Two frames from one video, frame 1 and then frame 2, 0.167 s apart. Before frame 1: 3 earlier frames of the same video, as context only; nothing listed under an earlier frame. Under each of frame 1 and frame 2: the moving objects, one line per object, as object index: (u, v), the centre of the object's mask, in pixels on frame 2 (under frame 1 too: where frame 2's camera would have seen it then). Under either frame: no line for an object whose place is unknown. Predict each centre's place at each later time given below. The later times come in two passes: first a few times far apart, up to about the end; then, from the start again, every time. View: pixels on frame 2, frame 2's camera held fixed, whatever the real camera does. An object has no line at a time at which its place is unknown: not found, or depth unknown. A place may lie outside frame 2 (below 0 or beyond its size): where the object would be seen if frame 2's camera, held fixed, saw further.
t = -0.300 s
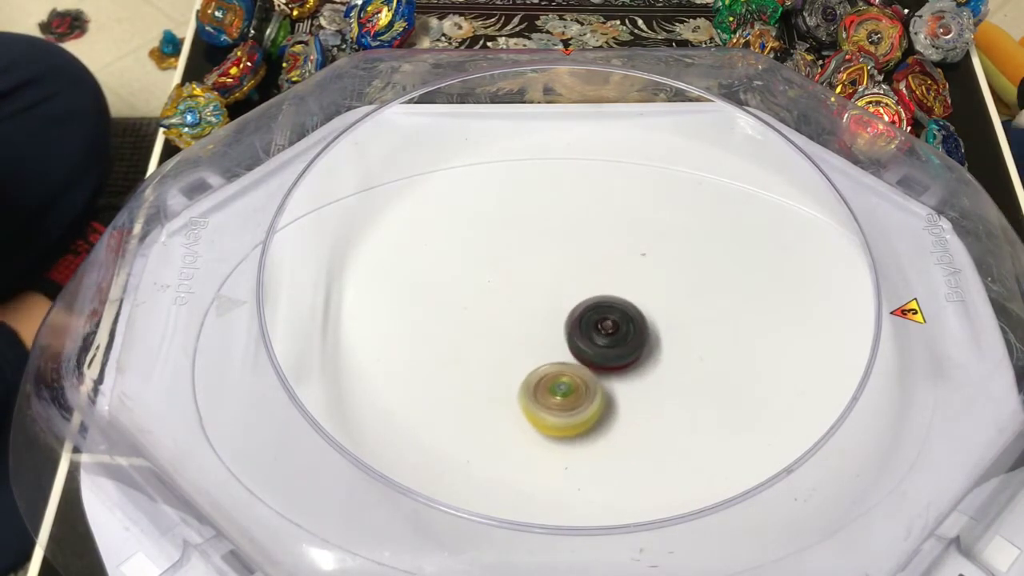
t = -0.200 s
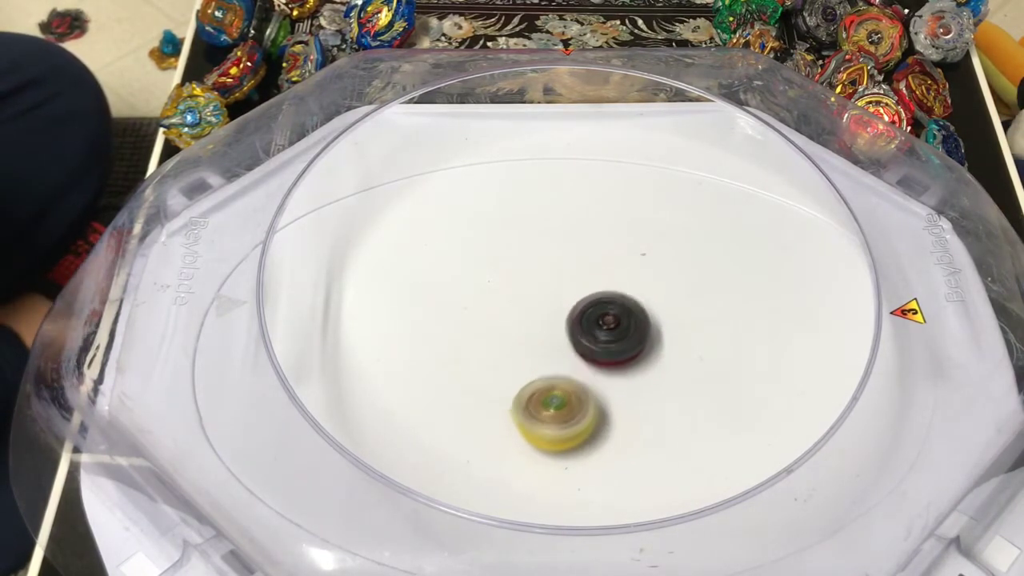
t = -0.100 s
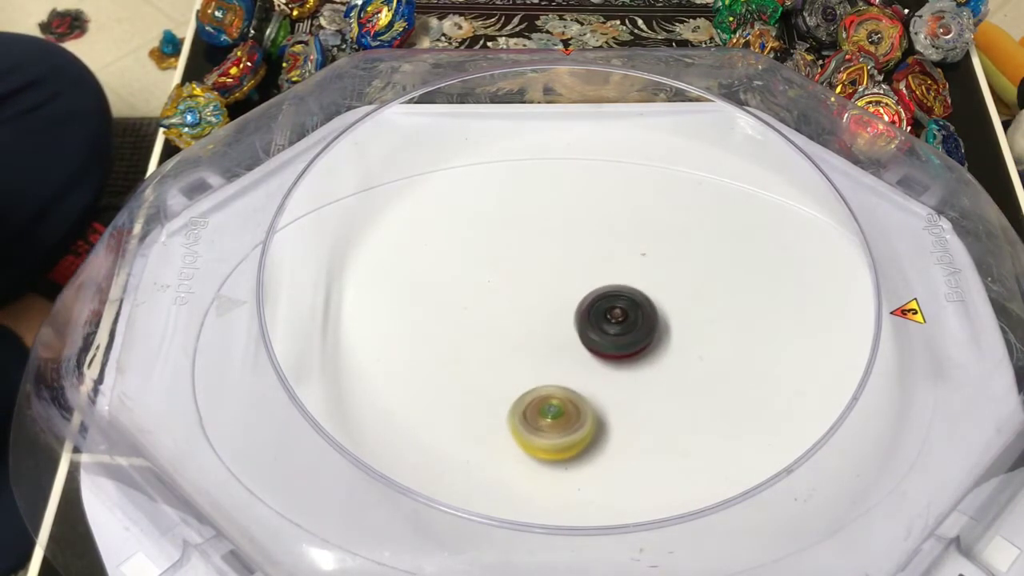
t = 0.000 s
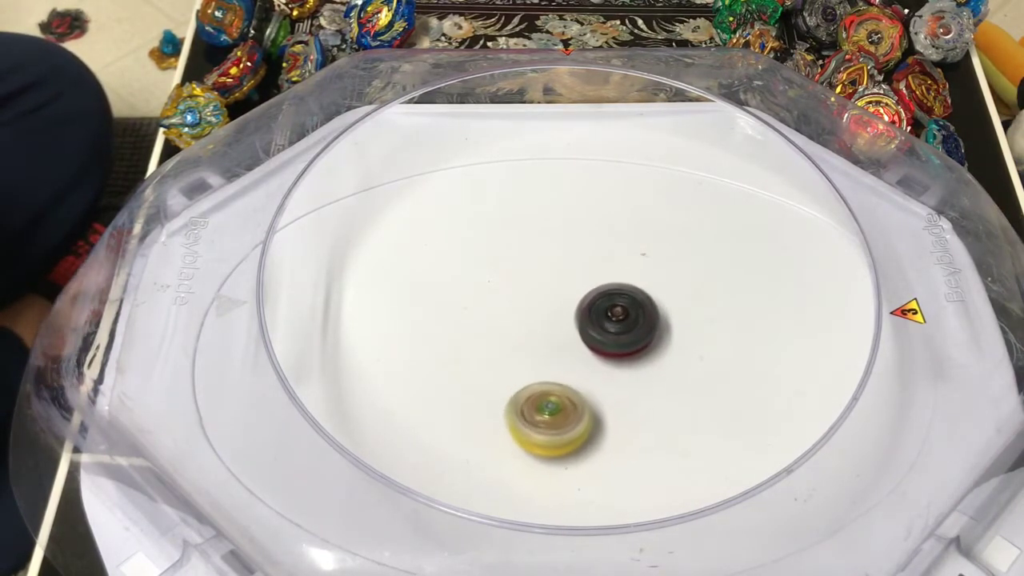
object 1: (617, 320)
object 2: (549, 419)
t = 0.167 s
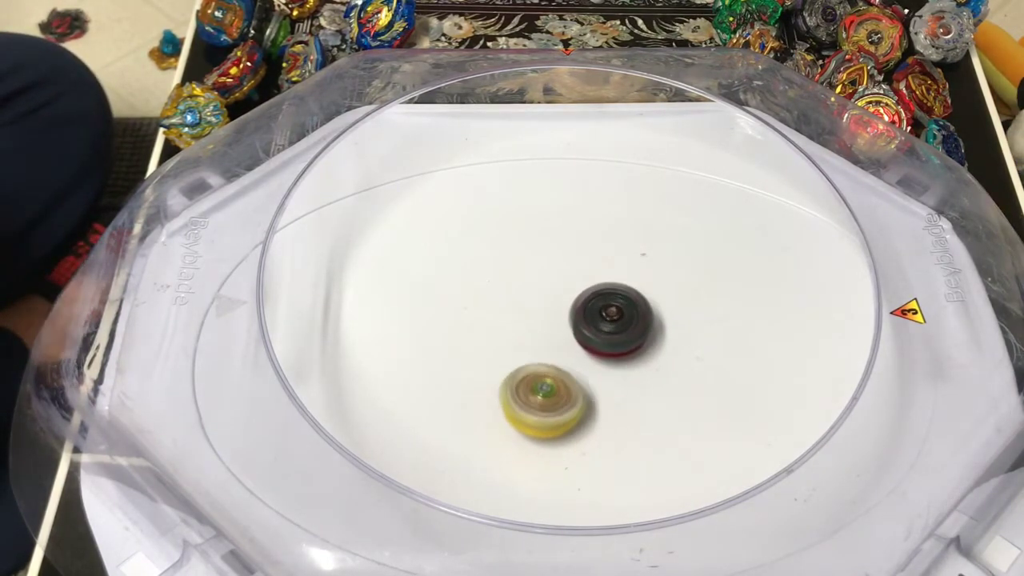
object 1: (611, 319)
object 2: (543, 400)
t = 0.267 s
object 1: (606, 321)
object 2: (544, 386)
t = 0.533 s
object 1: (618, 314)
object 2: (539, 375)
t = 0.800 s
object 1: (637, 309)
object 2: (526, 367)
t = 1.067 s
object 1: (661, 308)
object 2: (520, 371)
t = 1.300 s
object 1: (658, 312)
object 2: (533, 358)
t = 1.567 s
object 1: (643, 332)
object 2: (552, 358)
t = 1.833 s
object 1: (674, 337)
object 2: (551, 378)
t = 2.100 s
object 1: (675, 339)
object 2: (559, 376)
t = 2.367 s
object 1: (654, 346)
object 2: (566, 373)
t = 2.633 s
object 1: (644, 346)
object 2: (566, 381)
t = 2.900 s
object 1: (643, 340)
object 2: (568, 381)
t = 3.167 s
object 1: (650, 321)
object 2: (560, 379)
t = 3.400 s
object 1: (639, 310)
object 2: (560, 368)
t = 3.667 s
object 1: (625, 312)
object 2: (565, 365)
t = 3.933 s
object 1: (618, 319)
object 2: (566, 378)
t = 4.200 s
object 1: (614, 324)
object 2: (566, 388)
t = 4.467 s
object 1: (616, 318)
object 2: (561, 384)
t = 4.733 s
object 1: (614, 314)
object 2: (559, 368)
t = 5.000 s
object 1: (618, 311)
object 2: (562, 365)
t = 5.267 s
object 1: (630, 306)
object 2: (559, 383)
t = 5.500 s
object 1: (625, 318)
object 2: (564, 374)
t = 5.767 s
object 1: (631, 328)
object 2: (560, 374)
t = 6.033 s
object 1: (636, 332)
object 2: (560, 371)
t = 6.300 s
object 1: (646, 322)
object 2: (552, 380)
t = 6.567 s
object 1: (640, 312)
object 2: (551, 371)
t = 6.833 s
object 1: (636, 313)
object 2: (546, 383)
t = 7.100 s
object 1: (654, 296)
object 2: (507, 409)
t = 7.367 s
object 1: (634, 306)
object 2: (499, 375)
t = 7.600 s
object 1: (618, 339)
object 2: (536, 351)
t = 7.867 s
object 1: (677, 372)
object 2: (523, 340)
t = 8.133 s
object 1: (708, 358)
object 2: (552, 341)
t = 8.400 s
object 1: (688, 332)
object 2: (577, 364)
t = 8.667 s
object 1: (636, 337)
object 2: (575, 388)
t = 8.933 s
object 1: (608, 342)
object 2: (550, 396)
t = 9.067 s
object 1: (603, 339)
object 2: (544, 393)
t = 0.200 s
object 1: (609, 320)
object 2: (543, 396)
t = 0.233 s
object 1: (607, 320)
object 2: (543, 391)
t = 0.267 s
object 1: (606, 321)
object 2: (544, 386)
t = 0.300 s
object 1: (604, 323)
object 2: (545, 381)
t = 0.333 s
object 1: (602, 324)
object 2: (546, 375)
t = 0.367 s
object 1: (603, 321)
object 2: (542, 375)
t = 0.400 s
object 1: (607, 317)
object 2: (537, 377)
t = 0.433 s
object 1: (611, 315)
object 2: (535, 378)
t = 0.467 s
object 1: (614, 314)
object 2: (535, 378)
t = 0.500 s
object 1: (616, 313)
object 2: (537, 377)
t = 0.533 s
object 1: (618, 314)
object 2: (539, 375)
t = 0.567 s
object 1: (618, 314)
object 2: (541, 372)
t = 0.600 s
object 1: (619, 315)
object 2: (542, 368)
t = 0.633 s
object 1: (618, 315)
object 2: (544, 365)
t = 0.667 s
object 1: (618, 316)
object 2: (545, 363)
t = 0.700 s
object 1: (617, 317)
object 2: (548, 360)
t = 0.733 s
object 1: (617, 317)
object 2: (548, 358)
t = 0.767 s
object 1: (628, 313)
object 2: (537, 362)
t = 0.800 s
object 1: (637, 309)
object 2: (526, 367)
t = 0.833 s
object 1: (645, 308)
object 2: (521, 371)
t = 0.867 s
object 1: (651, 307)
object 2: (518, 373)
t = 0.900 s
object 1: (655, 307)
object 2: (517, 375)
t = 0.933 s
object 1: (659, 307)
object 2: (517, 375)
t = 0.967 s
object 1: (661, 307)
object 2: (518, 374)
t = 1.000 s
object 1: (662, 307)
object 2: (519, 373)
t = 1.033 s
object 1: (662, 307)
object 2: (519, 372)
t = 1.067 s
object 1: (661, 308)
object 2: (520, 371)
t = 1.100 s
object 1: (661, 307)
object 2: (521, 369)
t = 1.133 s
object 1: (661, 307)
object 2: (522, 367)
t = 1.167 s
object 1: (661, 307)
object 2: (524, 365)
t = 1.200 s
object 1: (661, 308)
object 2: (526, 363)
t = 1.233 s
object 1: (660, 309)
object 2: (528, 361)
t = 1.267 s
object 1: (659, 310)
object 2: (530, 359)
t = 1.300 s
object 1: (658, 312)
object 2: (533, 358)
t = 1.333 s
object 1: (656, 314)
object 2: (537, 357)
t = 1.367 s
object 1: (653, 316)
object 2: (540, 356)
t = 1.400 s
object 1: (651, 319)
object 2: (544, 355)
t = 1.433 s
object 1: (648, 322)
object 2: (547, 355)
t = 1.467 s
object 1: (644, 325)
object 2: (550, 354)
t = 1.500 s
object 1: (641, 329)
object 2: (554, 354)
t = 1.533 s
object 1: (637, 332)
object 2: (557, 355)
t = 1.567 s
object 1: (643, 332)
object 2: (552, 358)
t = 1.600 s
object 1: (652, 332)
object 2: (545, 362)
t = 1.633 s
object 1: (659, 333)
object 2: (543, 366)
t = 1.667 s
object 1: (663, 335)
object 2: (543, 370)
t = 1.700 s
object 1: (666, 336)
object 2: (543, 372)
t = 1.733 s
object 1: (669, 336)
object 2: (544, 375)
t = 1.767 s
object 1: (671, 337)
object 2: (546, 376)
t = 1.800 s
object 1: (673, 337)
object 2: (548, 377)
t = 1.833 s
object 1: (674, 337)
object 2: (551, 378)
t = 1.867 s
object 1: (675, 337)
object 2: (553, 378)
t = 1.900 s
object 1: (677, 337)
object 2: (554, 378)
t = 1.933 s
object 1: (678, 337)
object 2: (555, 378)
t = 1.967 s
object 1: (678, 337)
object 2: (556, 377)
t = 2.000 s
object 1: (678, 338)
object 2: (557, 377)
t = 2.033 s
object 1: (677, 338)
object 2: (558, 377)
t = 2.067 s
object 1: (676, 338)
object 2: (558, 376)
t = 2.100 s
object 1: (675, 339)
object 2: (559, 376)
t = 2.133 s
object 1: (674, 339)
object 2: (559, 375)
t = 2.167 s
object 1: (672, 340)
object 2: (560, 374)
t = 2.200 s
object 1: (670, 341)
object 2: (560, 374)
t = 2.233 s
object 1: (667, 342)
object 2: (561, 374)
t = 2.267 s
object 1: (664, 343)
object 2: (563, 374)
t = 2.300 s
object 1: (661, 344)
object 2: (564, 373)
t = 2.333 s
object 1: (657, 345)
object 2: (565, 373)
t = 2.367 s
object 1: (654, 346)
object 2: (566, 373)
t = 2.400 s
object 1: (650, 347)
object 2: (568, 373)
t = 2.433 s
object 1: (650, 346)
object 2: (567, 374)
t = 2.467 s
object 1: (651, 345)
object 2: (566, 376)
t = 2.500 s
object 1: (650, 345)
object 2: (565, 378)
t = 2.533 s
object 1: (648, 345)
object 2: (565, 379)
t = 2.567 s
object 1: (647, 345)
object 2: (566, 380)
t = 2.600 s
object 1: (645, 346)
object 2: (567, 381)
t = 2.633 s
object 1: (644, 346)
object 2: (566, 381)
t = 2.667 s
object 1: (645, 346)
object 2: (564, 382)
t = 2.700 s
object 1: (644, 346)
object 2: (564, 383)
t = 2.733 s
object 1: (644, 346)
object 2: (565, 384)
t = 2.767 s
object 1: (642, 346)
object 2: (566, 384)
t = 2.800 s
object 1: (641, 346)
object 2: (567, 383)
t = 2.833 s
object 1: (642, 344)
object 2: (566, 383)
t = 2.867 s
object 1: (643, 342)
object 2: (567, 382)
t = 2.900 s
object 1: (643, 340)
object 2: (568, 381)
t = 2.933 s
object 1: (644, 339)
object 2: (568, 380)
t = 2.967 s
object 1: (643, 338)
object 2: (569, 378)
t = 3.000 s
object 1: (642, 337)
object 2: (569, 376)
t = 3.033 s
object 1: (643, 333)
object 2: (567, 376)
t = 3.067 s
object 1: (646, 329)
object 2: (563, 378)
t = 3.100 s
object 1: (649, 326)
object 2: (561, 379)
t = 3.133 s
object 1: (650, 323)
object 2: (561, 379)
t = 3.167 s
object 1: (650, 321)
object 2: (560, 379)
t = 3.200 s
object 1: (650, 318)
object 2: (560, 378)
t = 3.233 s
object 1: (649, 316)
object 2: (560, 376)
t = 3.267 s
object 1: (648, 314)
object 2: (560, 375)
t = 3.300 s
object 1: (646, 312)
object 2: (559, 373)
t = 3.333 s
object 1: (644, 311)
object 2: (559, 371)
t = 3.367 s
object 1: (642, 310)
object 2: (560, 370)
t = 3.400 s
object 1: (639, 310)
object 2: (560, 368)
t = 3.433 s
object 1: (636, 309)
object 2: (561, 367)
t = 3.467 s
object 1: (633, 310)
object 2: (562, 365)
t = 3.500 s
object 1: (630, 311)
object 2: (563, 363)
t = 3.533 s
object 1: (627, 312)
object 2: (564, 361)
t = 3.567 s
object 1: (625, 312)
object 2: (564, 361)
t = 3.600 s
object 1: (625, 311)
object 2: (564, 362)
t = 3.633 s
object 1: (625, 311)
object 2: (564, 364)
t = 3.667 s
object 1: (625, 312)
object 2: (565, 365)
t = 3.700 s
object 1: (624, 313)
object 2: (566, 366)
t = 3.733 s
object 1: (624, 314)
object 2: (566, 368)
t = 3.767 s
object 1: (624, 314)
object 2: (566, 370)
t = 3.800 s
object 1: (623, 315)
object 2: (566, 372)
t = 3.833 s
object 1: (621, 316)
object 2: (566, 373)
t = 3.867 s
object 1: (620, 317)
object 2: (567, 375)
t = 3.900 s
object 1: (619, 318)
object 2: (566, 375)
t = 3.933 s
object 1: (618, 319)
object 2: (566, 378)
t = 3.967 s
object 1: (618, 319)
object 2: (565, 380)
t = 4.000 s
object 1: (617, 320)
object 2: (565, 382)
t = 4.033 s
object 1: (617, 322)
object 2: (566, 383)
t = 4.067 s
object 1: (615, 324)
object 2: (567, 383)
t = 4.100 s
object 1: (614, 324)
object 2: (567, 384)
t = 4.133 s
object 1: (614, 324)
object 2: (566, 386)
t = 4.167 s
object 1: (614, 324)
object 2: (566, 388)
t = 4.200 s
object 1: (614, 324)
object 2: (566, 388)
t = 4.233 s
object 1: (614, 325)
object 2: (566, 387)
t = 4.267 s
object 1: (613, 325)
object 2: (566, 386)
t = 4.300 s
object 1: (613, 324)
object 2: (565, 386)
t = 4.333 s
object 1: (615, 322)
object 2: (562, 388)
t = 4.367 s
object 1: (616, 320)
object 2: (562, 388)
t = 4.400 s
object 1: (617, 319)
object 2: (561, 388)
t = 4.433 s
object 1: (616, 319)
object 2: (562, 386)
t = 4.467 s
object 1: (616, 318)
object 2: (561, 384)
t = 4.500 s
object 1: (616, 318)
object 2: (562, 382)
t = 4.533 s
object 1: (615, 318)
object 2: (562, 379)
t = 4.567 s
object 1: (614, 317)
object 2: (562, 376)
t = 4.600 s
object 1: (614, 317)
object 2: (561, 373)
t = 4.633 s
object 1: (614, 316)
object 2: (560, 371)
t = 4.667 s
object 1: (614, 315)
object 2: (560, 370)
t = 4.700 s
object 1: (614, 315)
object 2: (559, 368)
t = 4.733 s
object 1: (614, 314)
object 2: (559, 368)
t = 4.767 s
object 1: (616, 312)
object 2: (559, 368)
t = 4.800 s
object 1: (617, 311)
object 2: (559, 368)
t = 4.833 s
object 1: (617, 311)
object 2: (559, 367)
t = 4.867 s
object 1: (618, 311)
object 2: (560, 367)
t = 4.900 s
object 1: (618, 311)
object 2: (561, 365)
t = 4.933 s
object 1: (618, 311)
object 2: (561, 365)
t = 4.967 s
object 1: (618, 311)
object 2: (561, 365)
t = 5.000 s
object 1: (618, 311)
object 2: (562, 365)
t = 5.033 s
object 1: (619, 311)
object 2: (564, 365)
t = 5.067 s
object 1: (622, 309)
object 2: (561, 370)
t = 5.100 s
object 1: (625, 307)
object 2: (559, 375)
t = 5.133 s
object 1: (628, 306)
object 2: (558, 379)
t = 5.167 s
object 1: (629, 306)
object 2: (557, 381)
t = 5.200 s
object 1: (630, 305)
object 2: (557, 383)
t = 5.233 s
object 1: (630, 306)
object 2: (559, 383)
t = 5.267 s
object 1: (630, 306)
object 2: (559, 383)
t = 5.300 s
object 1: (630, 306)
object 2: (560, 383)
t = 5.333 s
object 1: (629, 307)
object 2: (561, 382)
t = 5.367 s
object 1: (629, 309)
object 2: (561, 380)
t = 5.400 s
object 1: (628, 311)
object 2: (561, 378)
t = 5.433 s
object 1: (627, 313)
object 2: (561, 377)
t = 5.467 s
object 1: (626, 315)
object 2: (563, 375)
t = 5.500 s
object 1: (625, 318)
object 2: (564, 374)
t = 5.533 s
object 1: (624, 321)
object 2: (564, 372)
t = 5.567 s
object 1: (624, 322)
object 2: (563, 371)
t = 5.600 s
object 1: (626, 323)
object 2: (560, 374)
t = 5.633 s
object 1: (628, 324)
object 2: (558, 375)
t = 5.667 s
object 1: (630, 325)
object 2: (558, 376)
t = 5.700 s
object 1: (630, 326)
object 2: (558, 375)
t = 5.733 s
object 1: (631, 327)
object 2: (559, 375)
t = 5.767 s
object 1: (631, 328)
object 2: (560, 374)
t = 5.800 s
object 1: (631, 329)
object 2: (561, 373)
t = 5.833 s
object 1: (631, 330)
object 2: (561, 372)
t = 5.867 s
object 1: (632, 331)
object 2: (562, 371)
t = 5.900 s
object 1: (633, 331)
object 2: (561, 371)
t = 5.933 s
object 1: (634, 331)
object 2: (559, 371)
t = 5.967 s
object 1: (635, 331)
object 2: (559, 371)
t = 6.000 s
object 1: (635, 331)
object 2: (559, 371)
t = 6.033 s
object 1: (636, 332)
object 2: (560, 371)
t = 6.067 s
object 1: (635, 332)
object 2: (560, 371)
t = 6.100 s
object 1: (635, 332)
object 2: (562, 371)
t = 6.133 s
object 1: (634, 332)
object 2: (563, 371)
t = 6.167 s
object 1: (634, 331)
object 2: (564, 371)
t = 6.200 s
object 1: (637, 328)
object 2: (561, 373)
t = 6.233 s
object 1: (641, 325)
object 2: (556, 376)
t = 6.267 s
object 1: (644, 323)
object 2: (554, 379)
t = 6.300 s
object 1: (646, 322)
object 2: (552, 380)
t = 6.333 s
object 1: (647, 320)
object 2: (552, 381)
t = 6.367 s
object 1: (647, 318)
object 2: (551, 381)
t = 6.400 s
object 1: (647, 317)
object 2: (551, 380)
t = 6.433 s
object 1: (646, 315)
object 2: (551, 378)
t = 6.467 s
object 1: (645, 314)
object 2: (551, 376)
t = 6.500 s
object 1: (643, 313)
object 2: (551, 375)
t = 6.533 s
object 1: (642, 312)
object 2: (551, 373)
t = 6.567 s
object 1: (640, 312)
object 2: (551, 371)
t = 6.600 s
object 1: (638, 313)
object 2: (552, 370)
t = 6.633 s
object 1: (636, 313)
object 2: (554, 368)
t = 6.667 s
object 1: (634, 314)
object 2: (554, 366)
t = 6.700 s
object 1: (631, 316)
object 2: (555, 365)
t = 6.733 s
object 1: (629, 318)
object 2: (557, 366)
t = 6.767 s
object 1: (625, 321)
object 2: (559, 366)
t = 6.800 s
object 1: (626, 321)
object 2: (559, 369)
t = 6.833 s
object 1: (636, 313)
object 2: (546, 383)
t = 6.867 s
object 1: (643, 308)
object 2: (534, 393)
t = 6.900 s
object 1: (648, 305)
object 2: (526, 401)
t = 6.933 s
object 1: (652, 304)
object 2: (521, 406)
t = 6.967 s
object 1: (653, 302)
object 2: (517, 409)
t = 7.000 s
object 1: (654, 300)
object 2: (515, 411)
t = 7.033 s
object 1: (655, 298)
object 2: (512, 412)
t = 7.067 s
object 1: (654, 297)
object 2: (509, 411)
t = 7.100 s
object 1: (654, 296)
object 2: (507, 409)
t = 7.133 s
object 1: (653, 295)
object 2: (504, 406)
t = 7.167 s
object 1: (651, 295)
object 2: (500, 402)
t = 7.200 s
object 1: (649, 296)
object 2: (498, 399)
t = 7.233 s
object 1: (647, 297)
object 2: (496, 394)
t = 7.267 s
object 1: (643, 298)
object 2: (495, 390)
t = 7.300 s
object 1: (640, 300)
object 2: (496, 385)
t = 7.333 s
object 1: (638, 303)
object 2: (497, 380)
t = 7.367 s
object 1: (634, 306)
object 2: (499, 375)
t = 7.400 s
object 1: (631, 310)
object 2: (503, 370)
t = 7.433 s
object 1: (629, 314)
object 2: (507, 365)
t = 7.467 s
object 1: (626, 319)
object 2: (511, 361)
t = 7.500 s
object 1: (623, 324)
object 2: (516, 358)
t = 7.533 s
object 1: (622, 329)
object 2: (522, 355)
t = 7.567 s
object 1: (620, 335)
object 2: (527, 353)
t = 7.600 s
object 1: (618, 339)
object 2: (536, 351)
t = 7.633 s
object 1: (622, 344)
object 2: (538, 350)
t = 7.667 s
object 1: (635, 350)
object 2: (529, 347)
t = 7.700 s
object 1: (644, 356)
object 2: (523, 346)
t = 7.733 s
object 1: (650, 360)
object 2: (519, 345)
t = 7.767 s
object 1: (657, 365)
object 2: (518, 344)
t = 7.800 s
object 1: (662, 367)
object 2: (518, 343)
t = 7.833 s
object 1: (669, 369)
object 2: (520, 342)
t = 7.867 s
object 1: (677, 372)
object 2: (523, 340)
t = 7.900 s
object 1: (681, 372)
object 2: (525, 339)
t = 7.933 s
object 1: (688, 372)
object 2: (528, 338)
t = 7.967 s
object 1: (693, 371)
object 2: (532, 337)
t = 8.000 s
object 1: (697, 370)
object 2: (536, 337)
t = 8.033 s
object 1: (701, 368)
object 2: (541, 338)
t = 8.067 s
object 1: (704, 365)
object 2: (545, 338)
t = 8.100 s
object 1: (706, 362)
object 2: (548, 339)
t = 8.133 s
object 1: (708, 358)
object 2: (552, 341)
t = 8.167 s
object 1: (708, 355)
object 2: (557, 342)
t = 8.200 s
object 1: (707, 351)
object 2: (560, 345)
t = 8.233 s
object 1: (706, 347)
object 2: (564, 347)
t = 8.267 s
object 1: (704, 343)
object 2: (567, 350)
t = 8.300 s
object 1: (701, 340)
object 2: (570, 353)
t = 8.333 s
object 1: (698, 337)
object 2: (573, 356)
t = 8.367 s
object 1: (694, 334)
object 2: (575, 360)
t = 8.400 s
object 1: (688, 332)
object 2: (577, 364)
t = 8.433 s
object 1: (683, 330)
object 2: (578, 367)
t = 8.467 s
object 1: (677, 329)
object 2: (579, 371)
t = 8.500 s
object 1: (671, 329)
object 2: (579, 375)
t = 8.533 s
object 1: (664, 329)
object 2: (578, 378)
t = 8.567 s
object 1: (657, 331)
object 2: (579, 381)
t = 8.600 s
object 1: (650, 332)
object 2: (578, 384)
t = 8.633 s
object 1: (643, 335)
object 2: (576, 386)
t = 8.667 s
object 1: (636, 337)
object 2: (575, 388)
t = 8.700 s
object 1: (633, 335)
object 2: (568, 394)
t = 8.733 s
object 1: (629, 332)
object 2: (563, 398)
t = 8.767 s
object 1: (625, 333)
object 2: (560, 400)
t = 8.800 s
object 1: (623, 334)
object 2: (560, 401)
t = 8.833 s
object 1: (618, 336)
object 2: (557, 401)
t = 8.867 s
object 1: (614, 337)
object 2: (556, 400)
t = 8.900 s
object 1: (611, 340)
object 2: (553, 398)
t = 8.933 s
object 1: (608, 342)
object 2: (550, 396)
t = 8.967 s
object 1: (605, 344)
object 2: (549, 394)
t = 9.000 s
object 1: (603, 342)
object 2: (546, 395)
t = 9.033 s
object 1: (603, 340)
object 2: (544, 395)
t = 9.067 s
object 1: (603, 339)
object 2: (544, 393)
